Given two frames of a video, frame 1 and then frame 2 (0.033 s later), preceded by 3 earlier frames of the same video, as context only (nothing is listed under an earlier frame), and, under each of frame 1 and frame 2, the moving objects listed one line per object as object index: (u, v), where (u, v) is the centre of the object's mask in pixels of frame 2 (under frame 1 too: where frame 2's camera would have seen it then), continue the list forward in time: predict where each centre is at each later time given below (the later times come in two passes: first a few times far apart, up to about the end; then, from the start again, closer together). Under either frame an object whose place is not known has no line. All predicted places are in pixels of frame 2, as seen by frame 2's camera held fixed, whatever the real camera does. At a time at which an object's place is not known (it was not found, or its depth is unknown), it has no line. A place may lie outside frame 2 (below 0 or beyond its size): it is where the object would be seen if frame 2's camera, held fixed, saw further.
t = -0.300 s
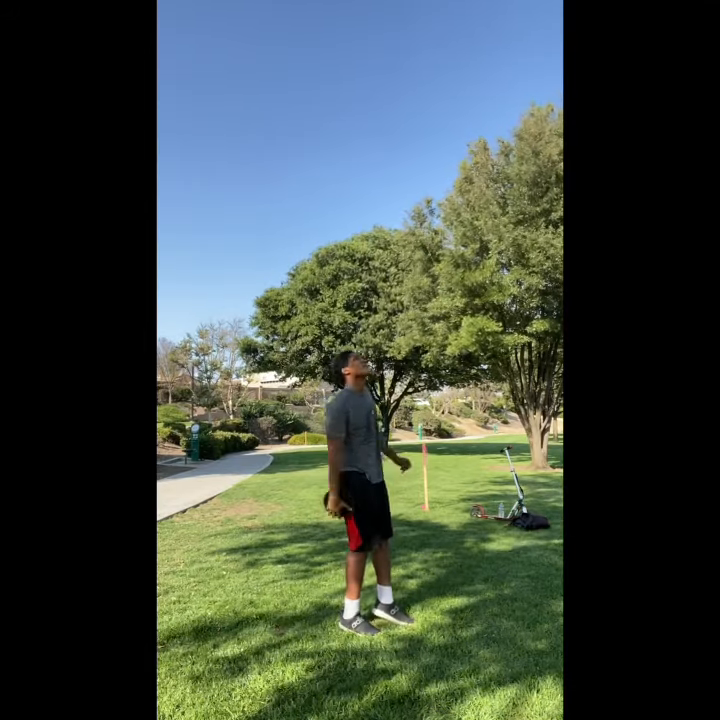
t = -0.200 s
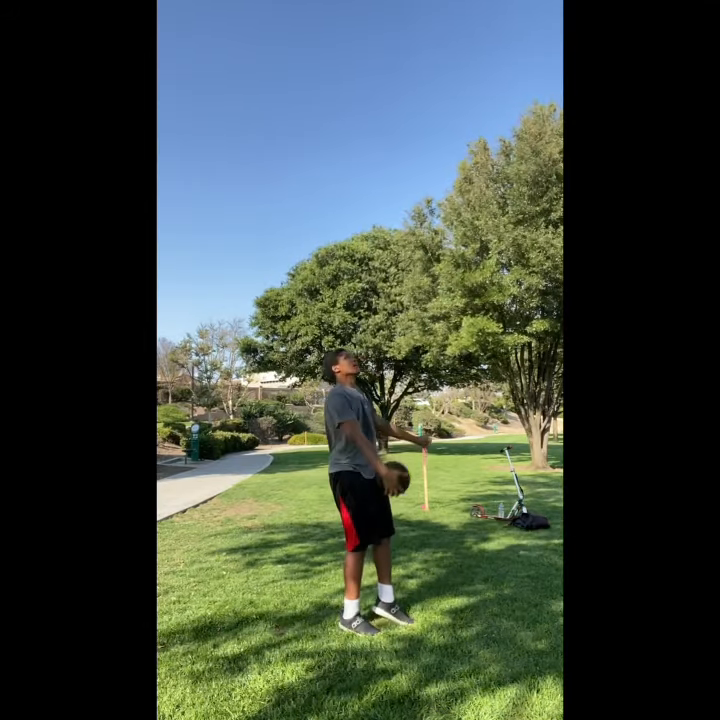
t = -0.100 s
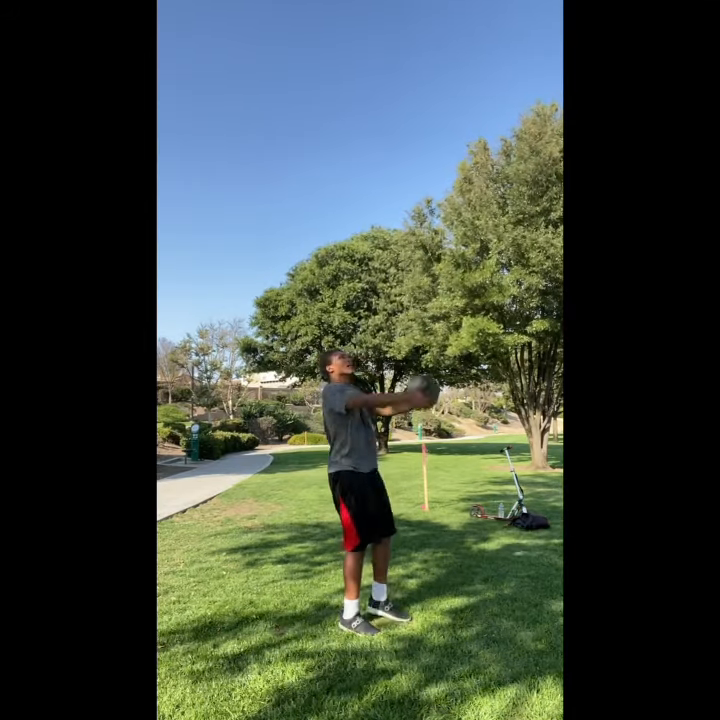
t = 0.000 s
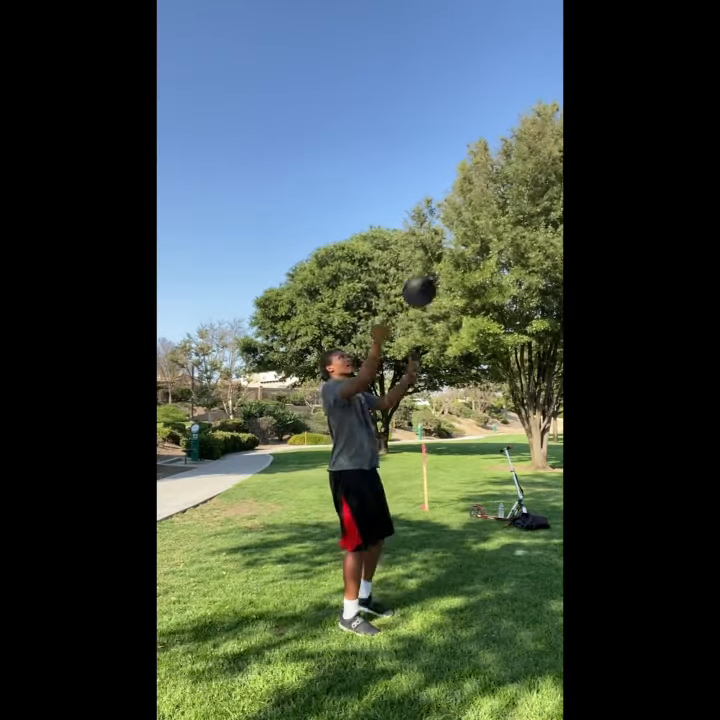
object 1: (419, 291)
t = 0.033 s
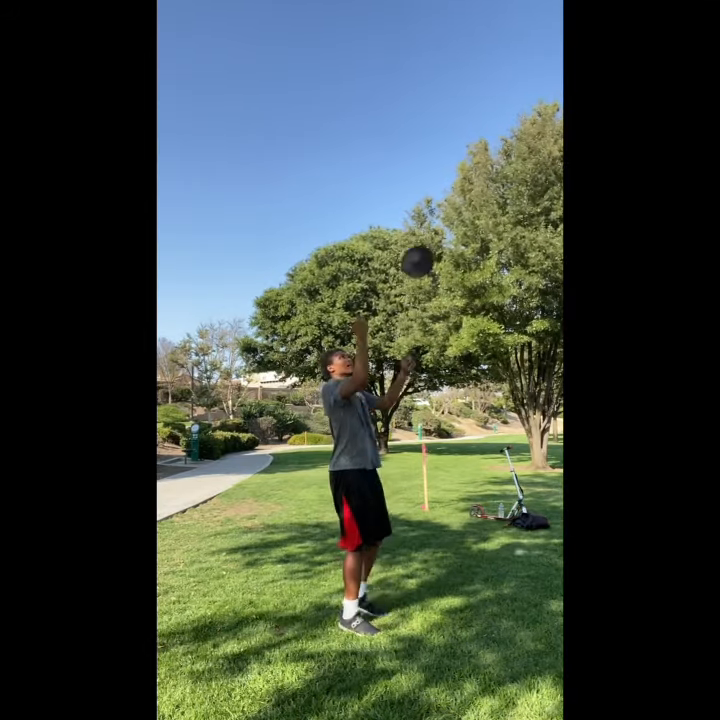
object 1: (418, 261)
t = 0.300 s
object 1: (408, 92)
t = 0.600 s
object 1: (404, 31)
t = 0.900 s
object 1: (405, 95)
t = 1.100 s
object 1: (409, 208)
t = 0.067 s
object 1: (416, 234)
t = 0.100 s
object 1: (415, 209)
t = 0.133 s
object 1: (413, 185)
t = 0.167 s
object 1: (412, 163)
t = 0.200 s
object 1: (411, 143)
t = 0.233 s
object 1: (410, 124)
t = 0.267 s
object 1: (409, 107)
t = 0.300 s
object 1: (408, 92)
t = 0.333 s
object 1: (407, 79)
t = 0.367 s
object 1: (407, 68)
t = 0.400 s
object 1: (406, 58)
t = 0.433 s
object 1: (406, 50)
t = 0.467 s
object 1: (405, 43)
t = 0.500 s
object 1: (405, 38)
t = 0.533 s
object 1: (404, 34)
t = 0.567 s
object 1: (404, 32)
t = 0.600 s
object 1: (404, 31)
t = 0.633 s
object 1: (404, 32)
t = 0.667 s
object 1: (404, 35)
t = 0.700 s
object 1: (404, 39)
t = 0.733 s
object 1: (404, 44)
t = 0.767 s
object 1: (404, 51)
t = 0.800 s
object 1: (404, 60)
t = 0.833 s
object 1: (404, 70)
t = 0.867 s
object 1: (405, 82)
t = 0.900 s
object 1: (405, 95)
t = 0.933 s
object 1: (405, 110)
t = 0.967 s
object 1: (406, 126)
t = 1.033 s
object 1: (407, 163)
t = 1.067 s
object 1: (408, 184)
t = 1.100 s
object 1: (409, 208)
